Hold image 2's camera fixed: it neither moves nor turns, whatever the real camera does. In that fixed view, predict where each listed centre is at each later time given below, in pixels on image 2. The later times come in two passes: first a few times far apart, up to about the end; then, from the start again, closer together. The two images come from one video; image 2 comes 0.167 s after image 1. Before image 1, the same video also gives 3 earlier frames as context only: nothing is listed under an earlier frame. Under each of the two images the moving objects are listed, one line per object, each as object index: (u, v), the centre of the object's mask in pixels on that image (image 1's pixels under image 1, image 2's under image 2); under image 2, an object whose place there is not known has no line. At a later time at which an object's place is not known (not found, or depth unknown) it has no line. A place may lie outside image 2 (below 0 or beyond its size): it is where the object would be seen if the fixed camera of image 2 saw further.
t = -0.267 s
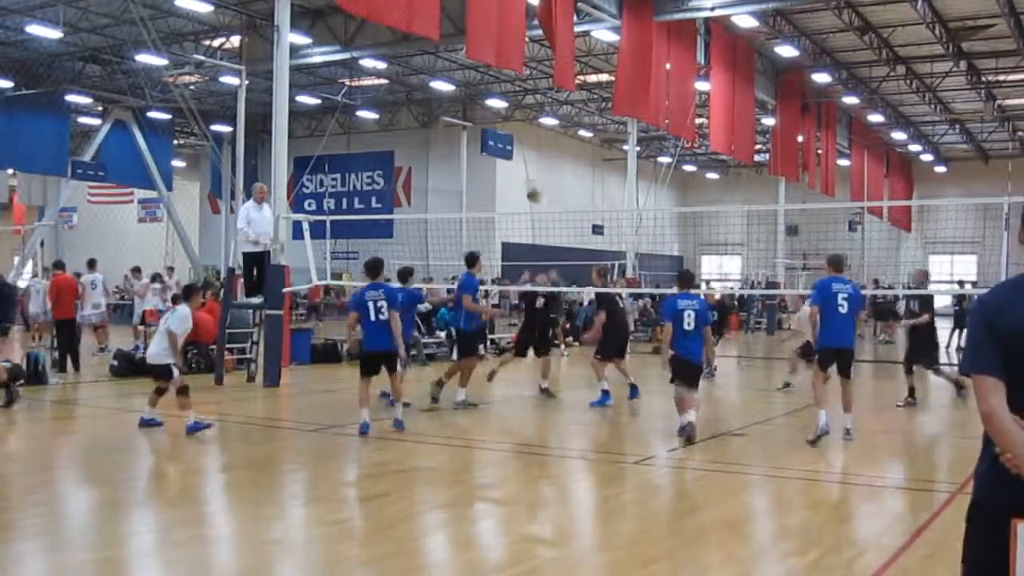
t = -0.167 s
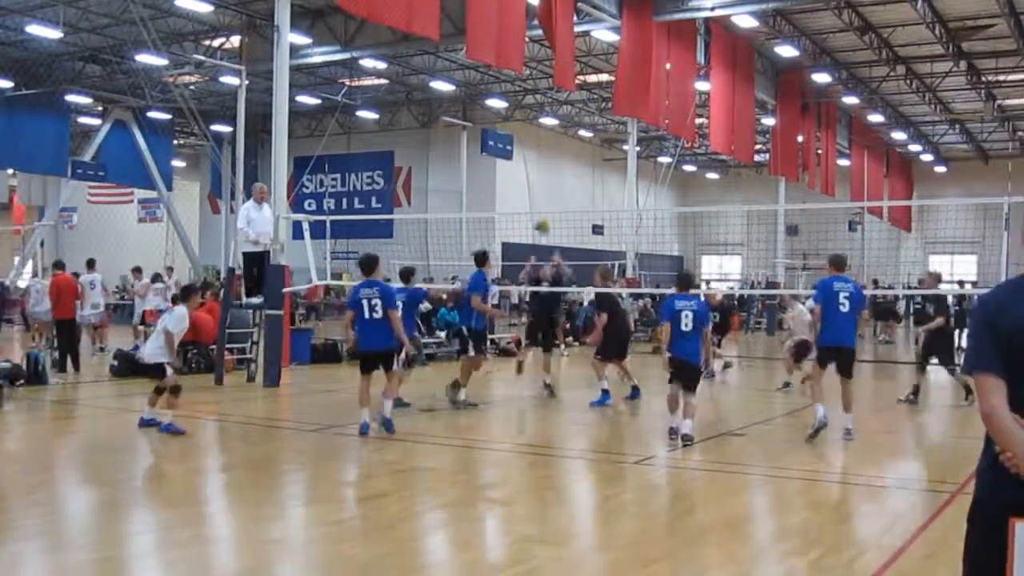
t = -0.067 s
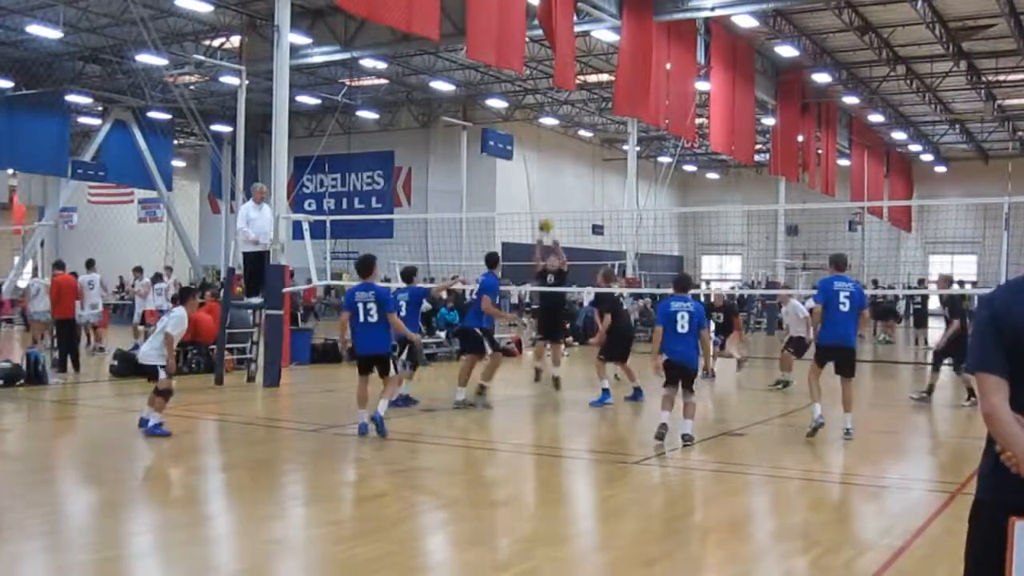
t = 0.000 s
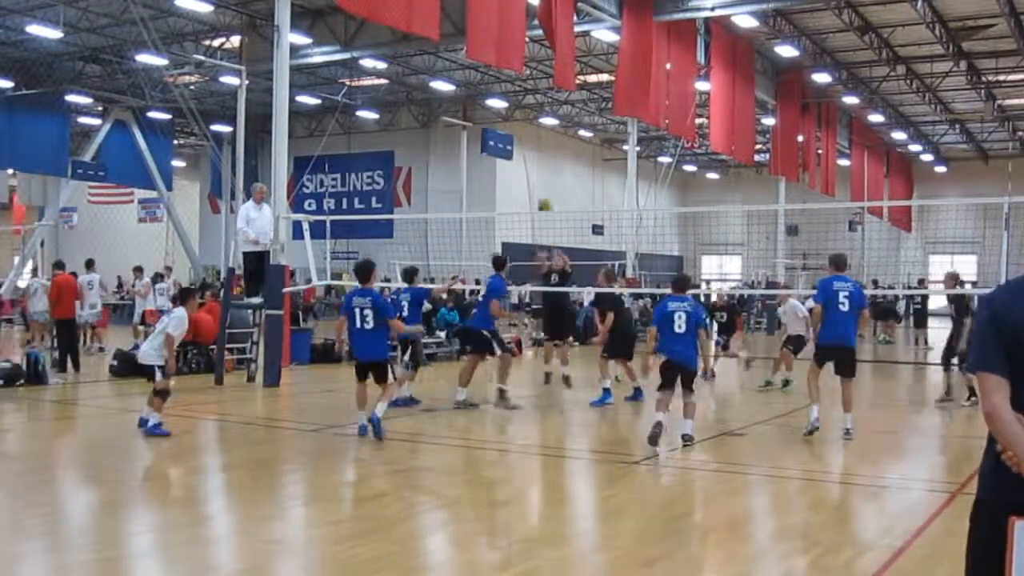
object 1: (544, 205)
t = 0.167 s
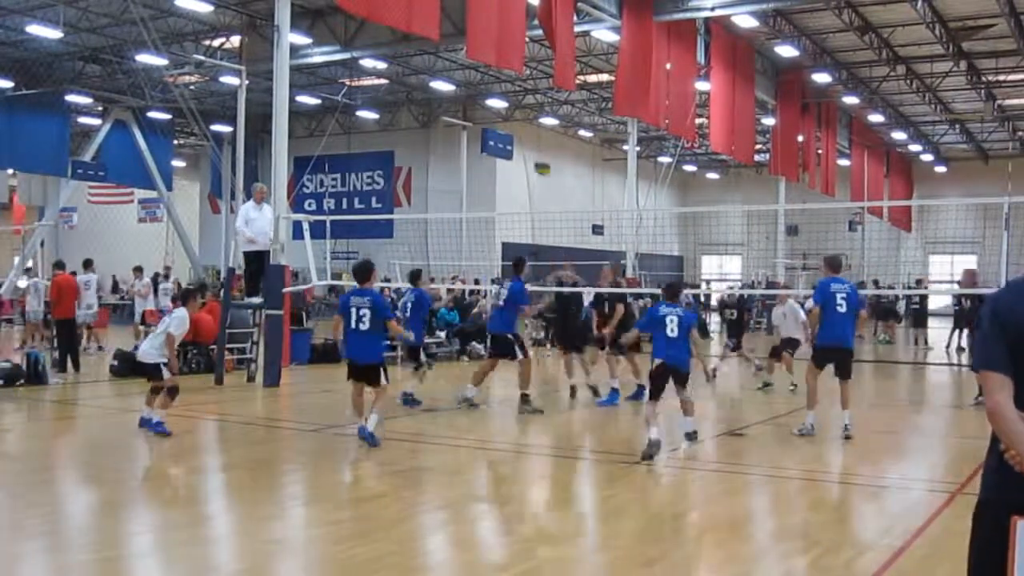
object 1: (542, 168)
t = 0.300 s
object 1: (540, 147)
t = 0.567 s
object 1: (529, 159)
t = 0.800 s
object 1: (511, 255)
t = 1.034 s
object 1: (483, 481)
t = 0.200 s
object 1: (541, 161)
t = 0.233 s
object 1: (541, 157)
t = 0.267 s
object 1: (540, 150)
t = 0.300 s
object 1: (540, 147)
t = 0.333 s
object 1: (539, 145)
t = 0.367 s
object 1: (539, 145)
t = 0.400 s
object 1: (537, 143)
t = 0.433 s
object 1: (535, 143)
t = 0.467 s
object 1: (534, 144)
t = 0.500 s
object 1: (533, 147)
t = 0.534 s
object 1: (531, 153)
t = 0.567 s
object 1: (529, 159)
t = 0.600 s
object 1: (527, 166)
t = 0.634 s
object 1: (524, 177)
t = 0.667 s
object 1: (522, 187)
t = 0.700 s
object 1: (519, 201)
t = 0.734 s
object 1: (517, 216)
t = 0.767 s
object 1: (513, 233)
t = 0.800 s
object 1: (511, 255)
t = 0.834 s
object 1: (509, 272)
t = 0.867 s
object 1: (505, 300)
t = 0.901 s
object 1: (501, 329)
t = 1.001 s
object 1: (487, 438)
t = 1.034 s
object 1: (483, 481)
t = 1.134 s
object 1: (472, 488)
